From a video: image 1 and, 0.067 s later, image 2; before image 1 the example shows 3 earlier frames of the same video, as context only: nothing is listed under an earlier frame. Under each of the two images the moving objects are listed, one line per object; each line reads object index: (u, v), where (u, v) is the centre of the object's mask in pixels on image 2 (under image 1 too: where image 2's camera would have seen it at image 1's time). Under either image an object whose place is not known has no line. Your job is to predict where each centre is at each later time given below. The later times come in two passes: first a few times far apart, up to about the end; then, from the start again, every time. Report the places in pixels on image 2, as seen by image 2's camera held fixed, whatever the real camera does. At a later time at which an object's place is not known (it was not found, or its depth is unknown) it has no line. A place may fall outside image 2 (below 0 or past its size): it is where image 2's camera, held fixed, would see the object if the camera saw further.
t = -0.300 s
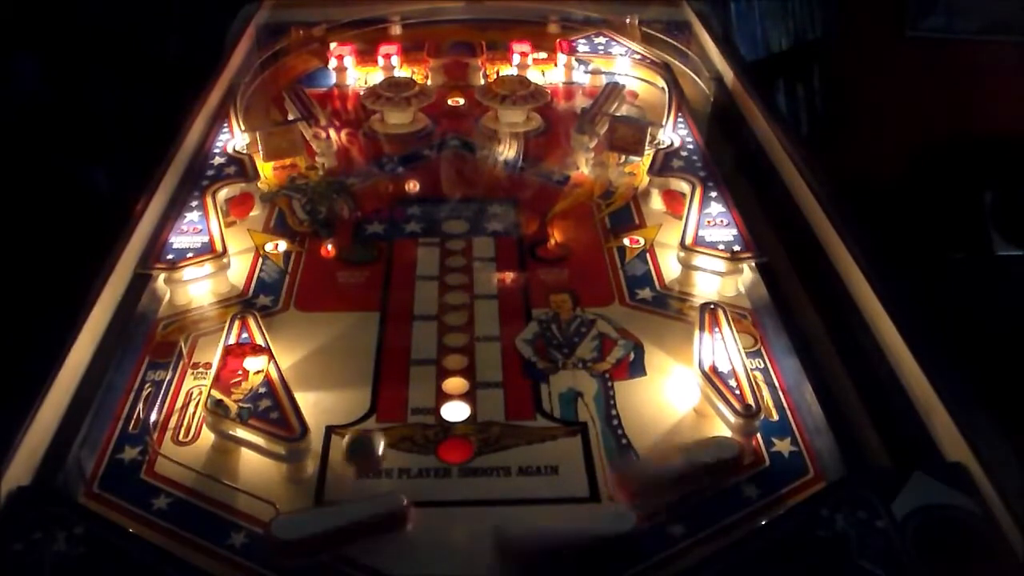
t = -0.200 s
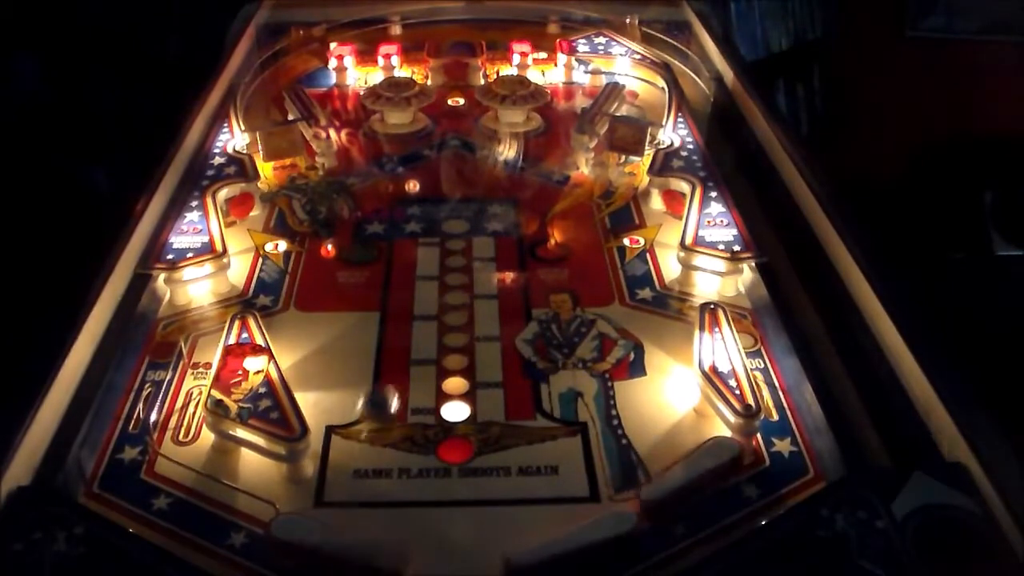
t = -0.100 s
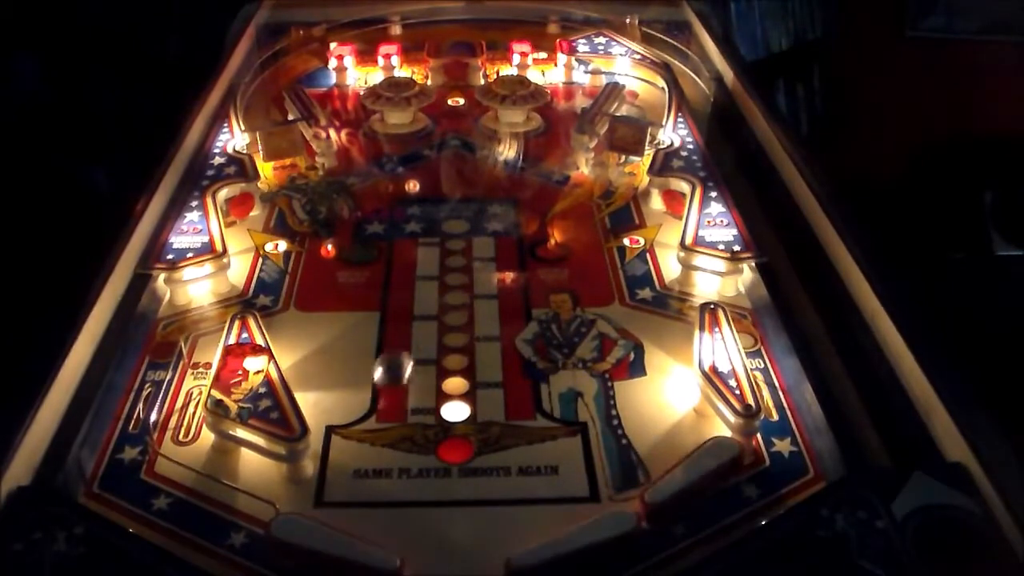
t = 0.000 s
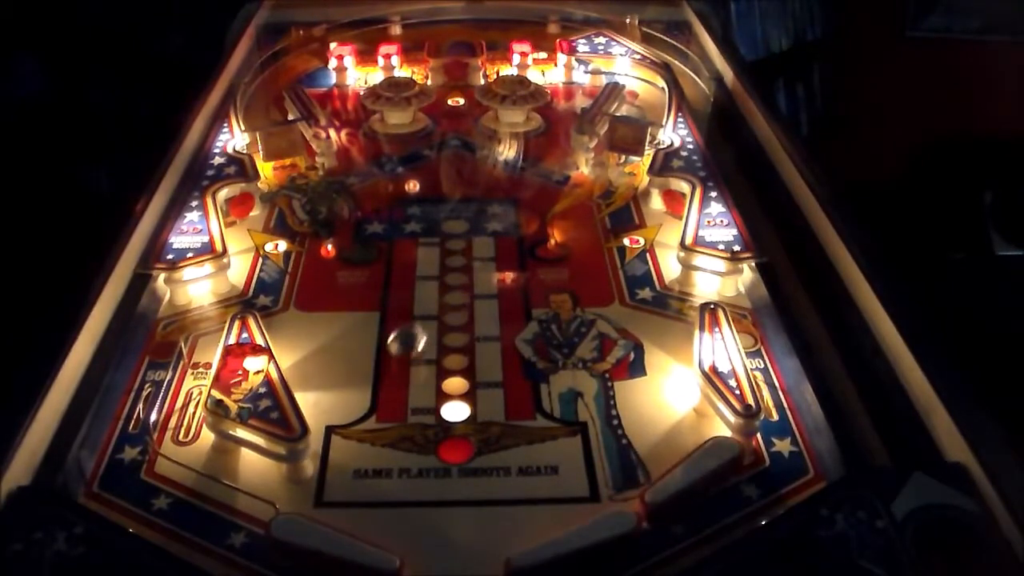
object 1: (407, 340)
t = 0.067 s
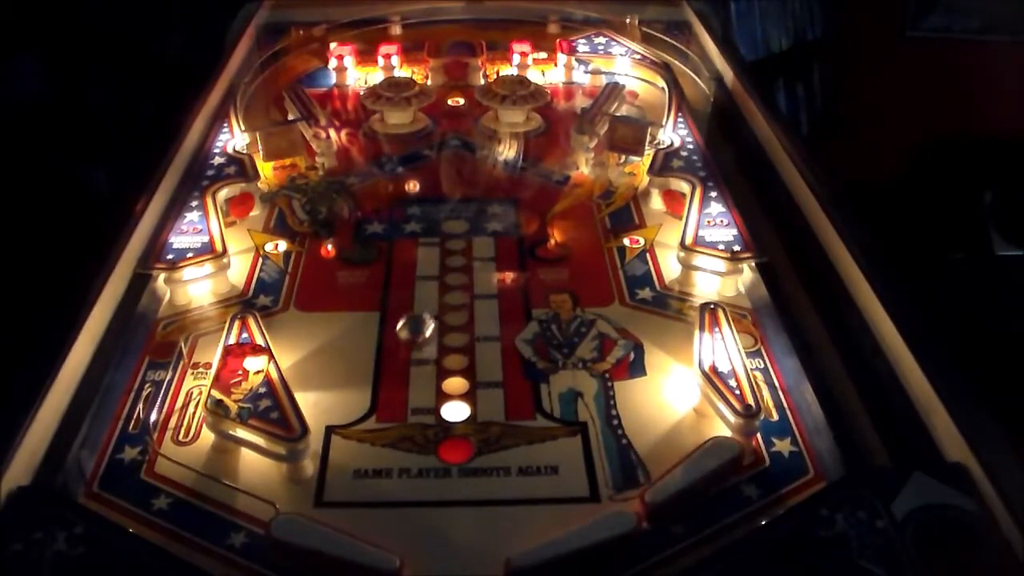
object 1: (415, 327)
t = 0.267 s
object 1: (435, 299)
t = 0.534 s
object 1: (463, 300)
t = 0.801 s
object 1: (490, 343)
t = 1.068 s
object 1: (521, 432)
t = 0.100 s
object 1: (419, 321)
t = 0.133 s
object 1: (423, 315)
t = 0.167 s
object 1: (427, 310)
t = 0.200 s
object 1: (428, 306)
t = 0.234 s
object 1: (432, 302)
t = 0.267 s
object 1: (435, 299)
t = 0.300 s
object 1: (440, 296)
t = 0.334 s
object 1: (443, 295)
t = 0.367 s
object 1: (446, 294)
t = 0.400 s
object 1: (449, 293)
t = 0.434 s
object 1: (453, 294)
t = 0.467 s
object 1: (456, 296)
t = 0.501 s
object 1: (460, 297)
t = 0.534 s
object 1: (463, 300)
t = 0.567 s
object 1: (467, 303)
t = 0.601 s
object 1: (469, 307)
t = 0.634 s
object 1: (473, 312)
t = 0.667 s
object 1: (476, 316)
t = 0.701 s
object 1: (479, 321)
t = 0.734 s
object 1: (483, 328)
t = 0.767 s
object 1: (486, 335)
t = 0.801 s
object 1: (490, 343)
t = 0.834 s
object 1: (493, 351)
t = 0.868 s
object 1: (496, 359)
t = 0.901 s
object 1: (501, 369)
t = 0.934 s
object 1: (504, 379)
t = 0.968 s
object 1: (507, 390)
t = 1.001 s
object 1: (512, 403)
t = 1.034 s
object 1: (517, 416)
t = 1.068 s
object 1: (521, 432)
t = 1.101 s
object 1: (526, 449)
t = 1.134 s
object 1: (531, 467)
